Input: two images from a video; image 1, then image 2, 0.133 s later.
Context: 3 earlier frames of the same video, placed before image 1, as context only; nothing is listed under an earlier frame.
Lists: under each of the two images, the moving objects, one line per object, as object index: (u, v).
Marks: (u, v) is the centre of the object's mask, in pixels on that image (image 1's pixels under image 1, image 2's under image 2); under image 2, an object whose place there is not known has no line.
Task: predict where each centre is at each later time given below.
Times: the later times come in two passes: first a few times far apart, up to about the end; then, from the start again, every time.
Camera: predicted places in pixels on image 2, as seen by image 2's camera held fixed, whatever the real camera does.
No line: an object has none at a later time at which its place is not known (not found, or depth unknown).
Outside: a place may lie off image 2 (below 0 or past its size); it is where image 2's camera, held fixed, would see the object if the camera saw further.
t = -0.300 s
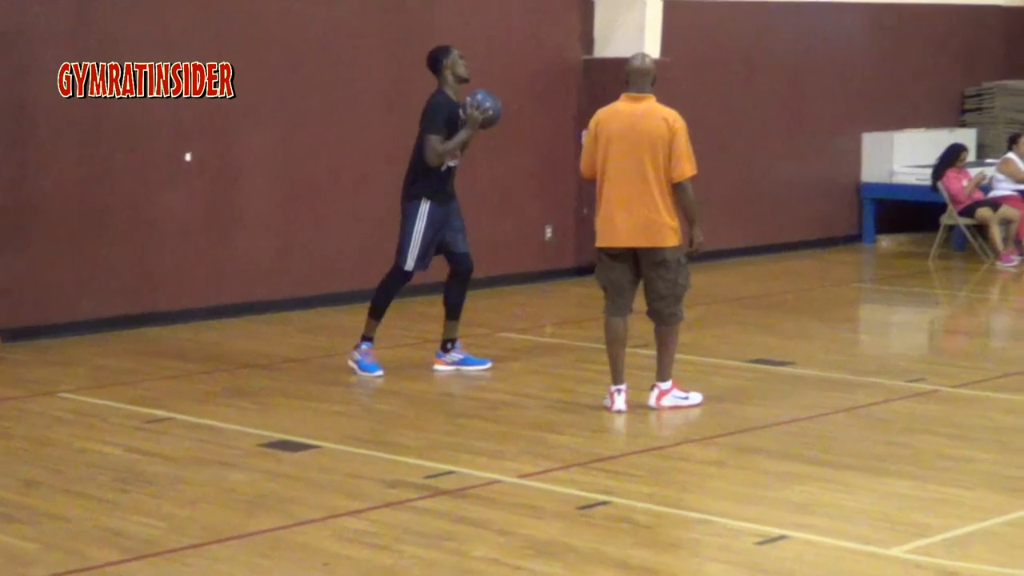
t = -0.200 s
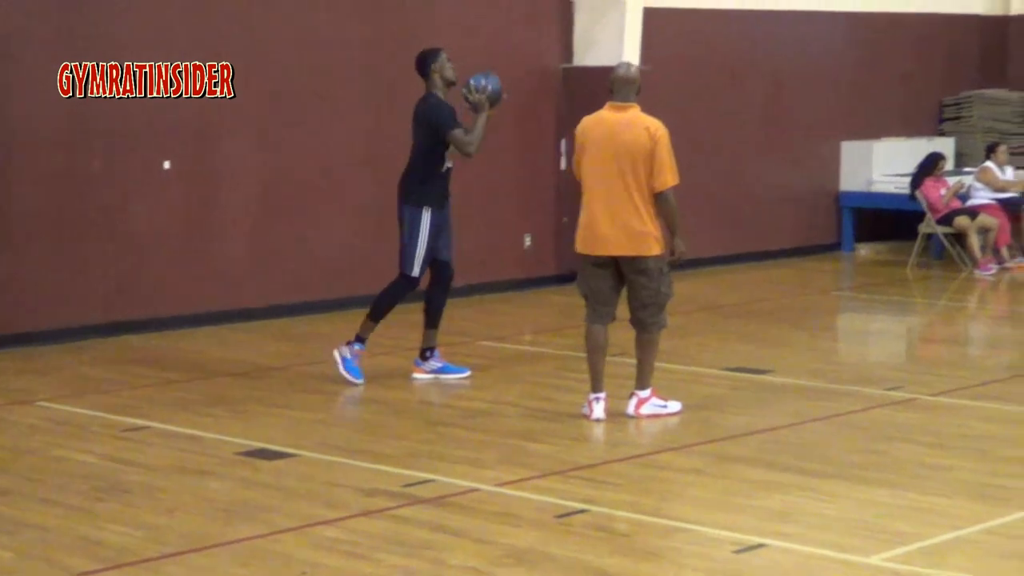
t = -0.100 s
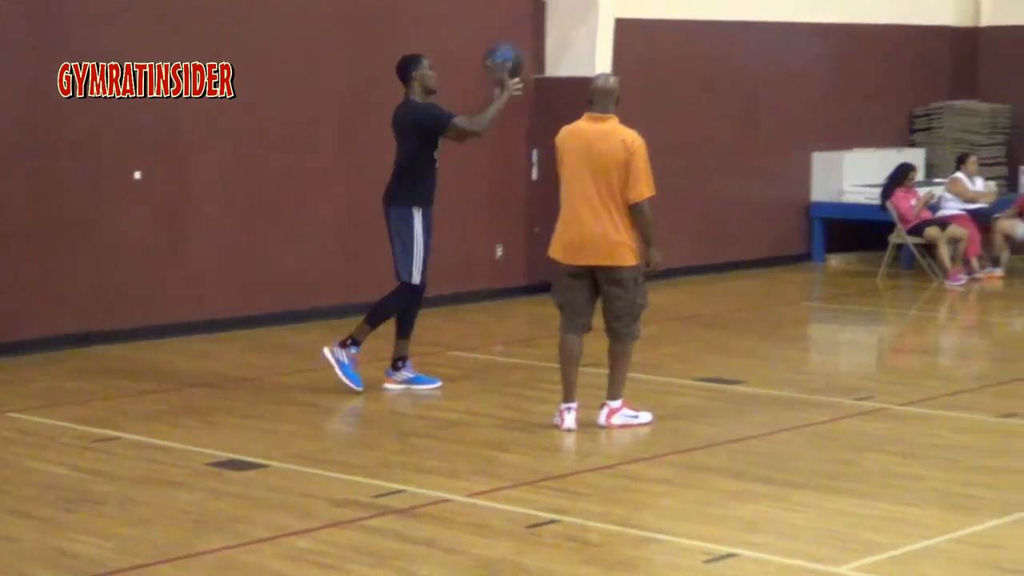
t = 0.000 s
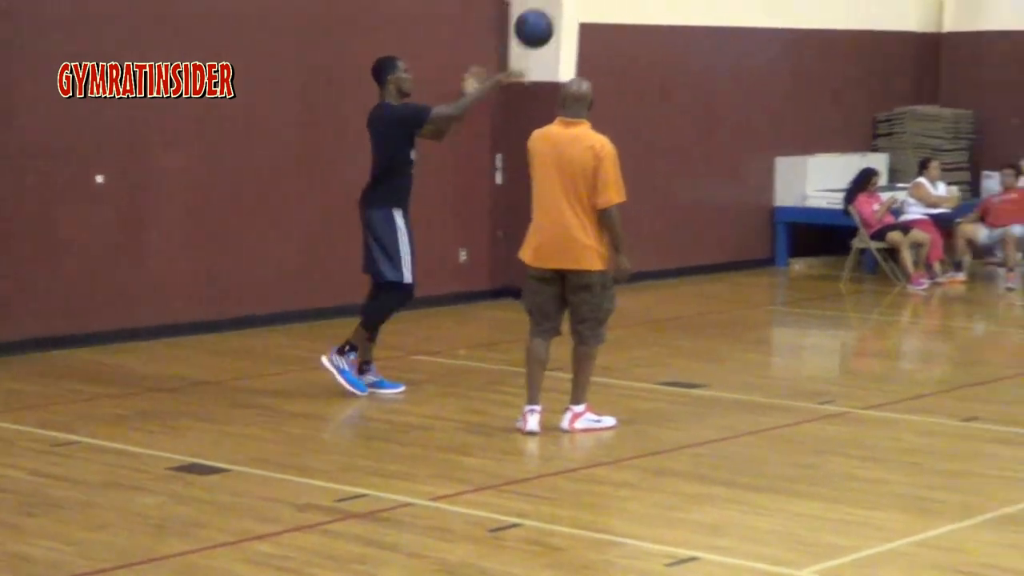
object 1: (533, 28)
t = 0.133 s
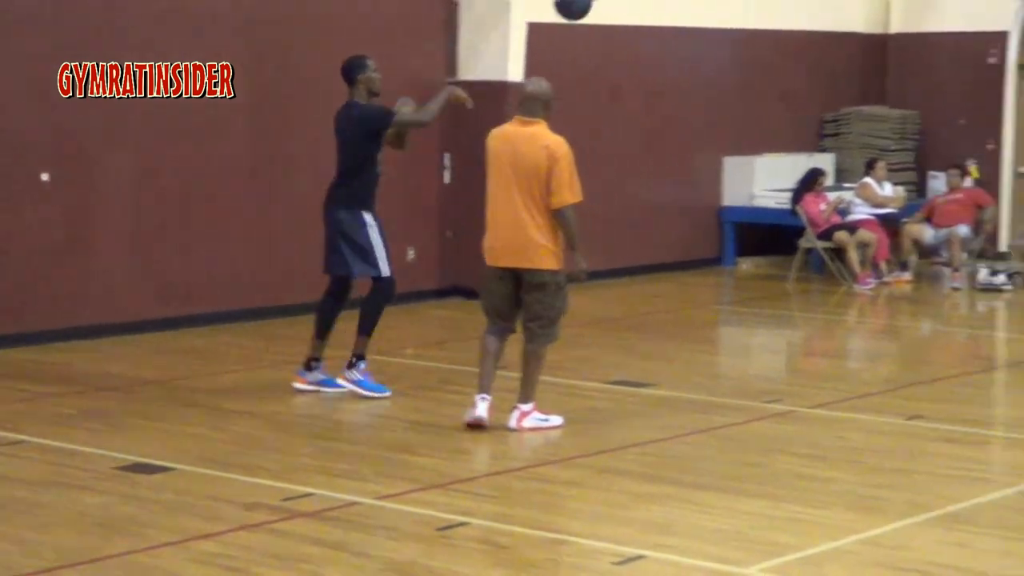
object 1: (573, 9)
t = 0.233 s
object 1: (637, 10)
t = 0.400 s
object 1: (741, 32)
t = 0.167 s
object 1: (594, 8)
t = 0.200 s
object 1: (616, 9)
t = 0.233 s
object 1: (637, 10)
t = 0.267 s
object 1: (658, 12)
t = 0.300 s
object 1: (679, 15)
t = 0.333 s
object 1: (699, 19)
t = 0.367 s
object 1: (720, 24)
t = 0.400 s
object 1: (741, 32)
